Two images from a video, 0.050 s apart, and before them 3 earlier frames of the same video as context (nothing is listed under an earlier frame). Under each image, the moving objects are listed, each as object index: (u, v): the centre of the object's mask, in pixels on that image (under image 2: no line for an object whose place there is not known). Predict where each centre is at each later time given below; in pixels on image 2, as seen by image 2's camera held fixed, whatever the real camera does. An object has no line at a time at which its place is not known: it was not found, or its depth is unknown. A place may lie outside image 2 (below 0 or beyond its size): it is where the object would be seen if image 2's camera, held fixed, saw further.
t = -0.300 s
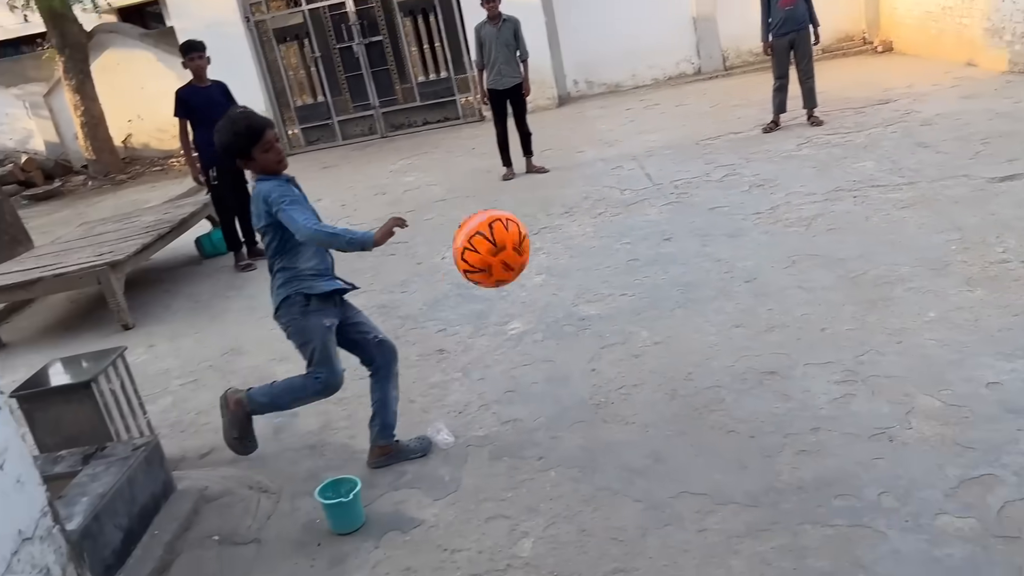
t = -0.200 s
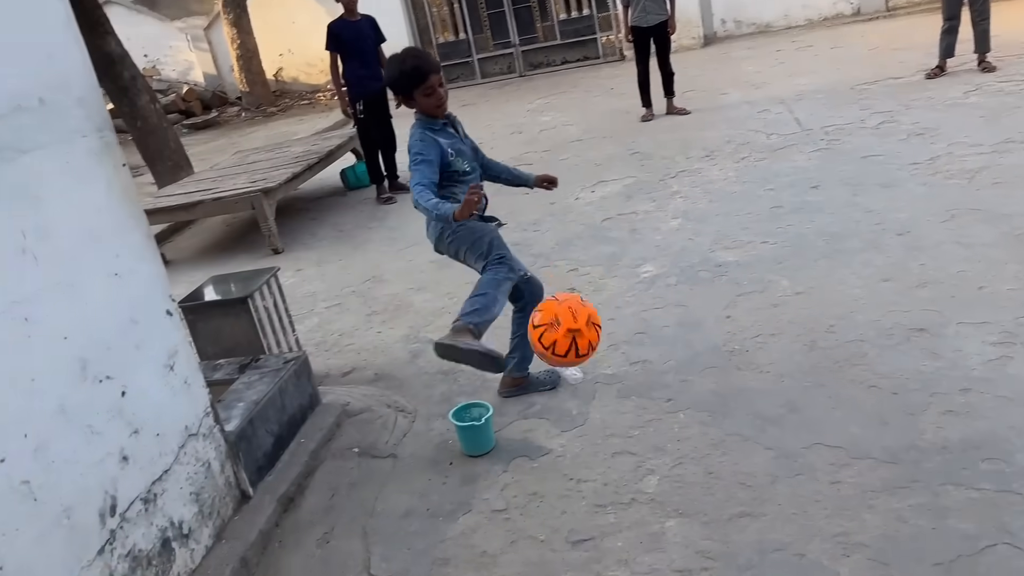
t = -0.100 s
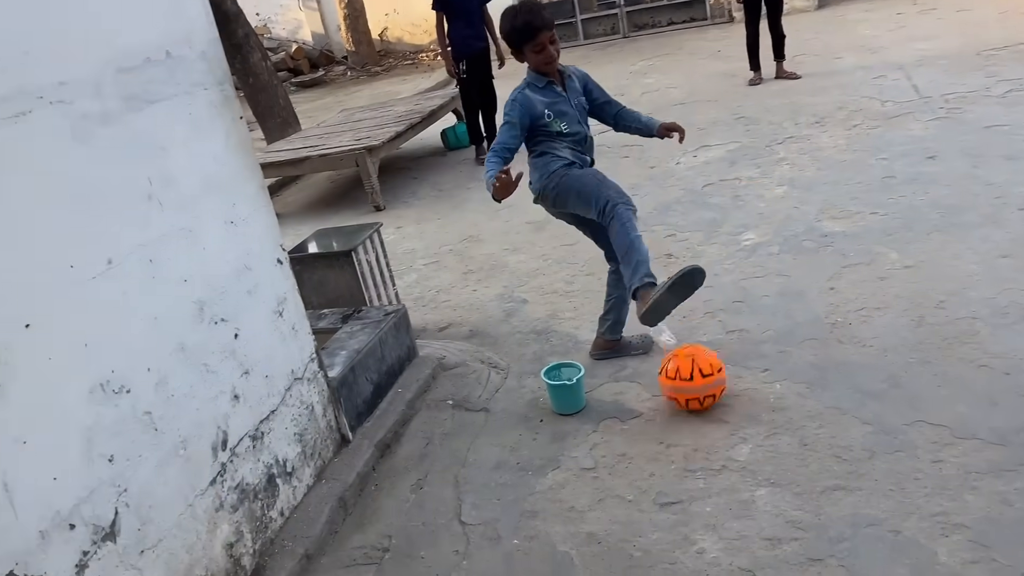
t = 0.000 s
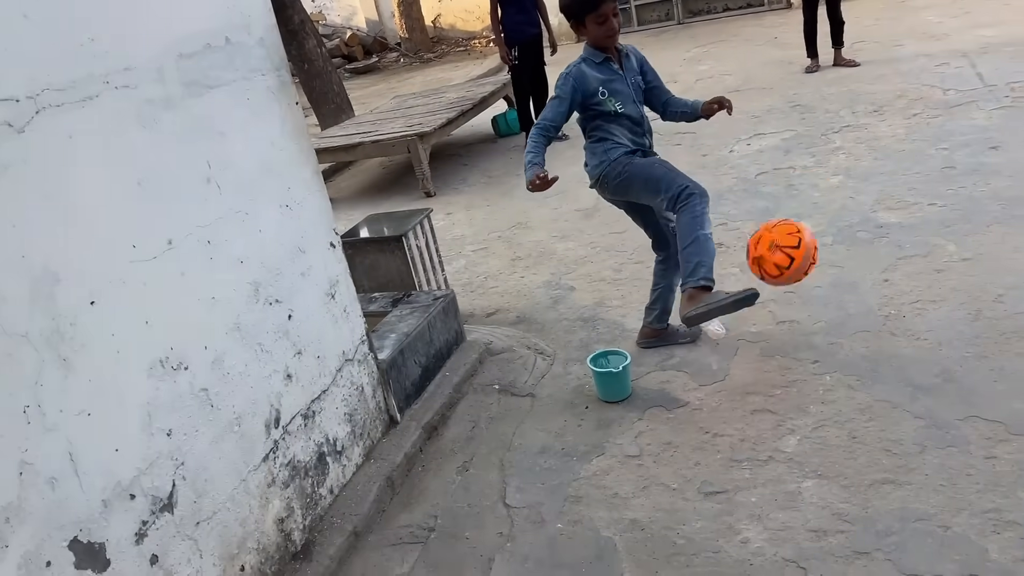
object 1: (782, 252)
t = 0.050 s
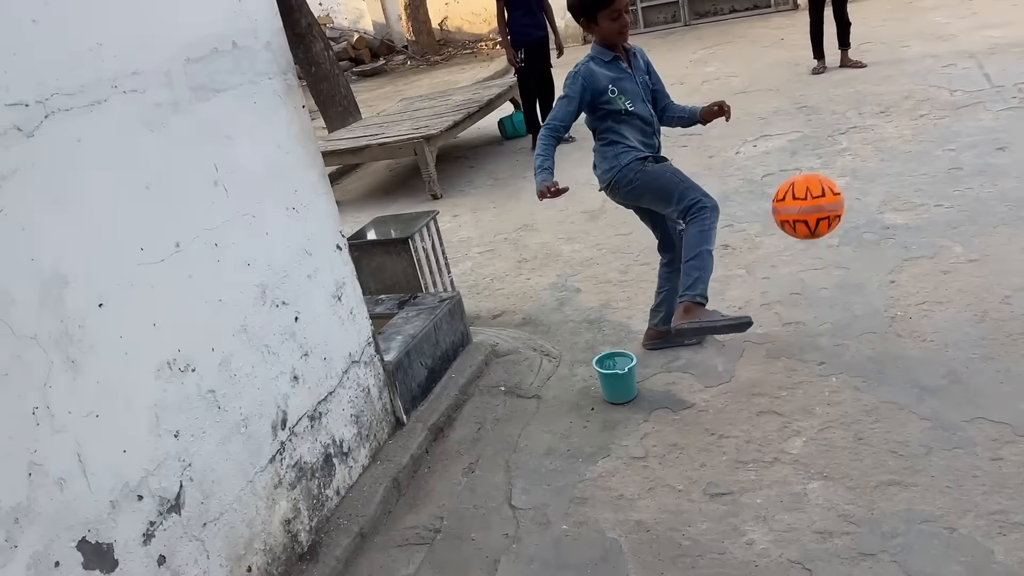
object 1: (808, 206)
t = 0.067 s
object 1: (815, 192)
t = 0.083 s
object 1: (822, 179)
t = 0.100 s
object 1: (830, 165)
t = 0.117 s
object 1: (837, 153)
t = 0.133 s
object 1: (844, 142)
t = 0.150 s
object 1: (851, 131)
